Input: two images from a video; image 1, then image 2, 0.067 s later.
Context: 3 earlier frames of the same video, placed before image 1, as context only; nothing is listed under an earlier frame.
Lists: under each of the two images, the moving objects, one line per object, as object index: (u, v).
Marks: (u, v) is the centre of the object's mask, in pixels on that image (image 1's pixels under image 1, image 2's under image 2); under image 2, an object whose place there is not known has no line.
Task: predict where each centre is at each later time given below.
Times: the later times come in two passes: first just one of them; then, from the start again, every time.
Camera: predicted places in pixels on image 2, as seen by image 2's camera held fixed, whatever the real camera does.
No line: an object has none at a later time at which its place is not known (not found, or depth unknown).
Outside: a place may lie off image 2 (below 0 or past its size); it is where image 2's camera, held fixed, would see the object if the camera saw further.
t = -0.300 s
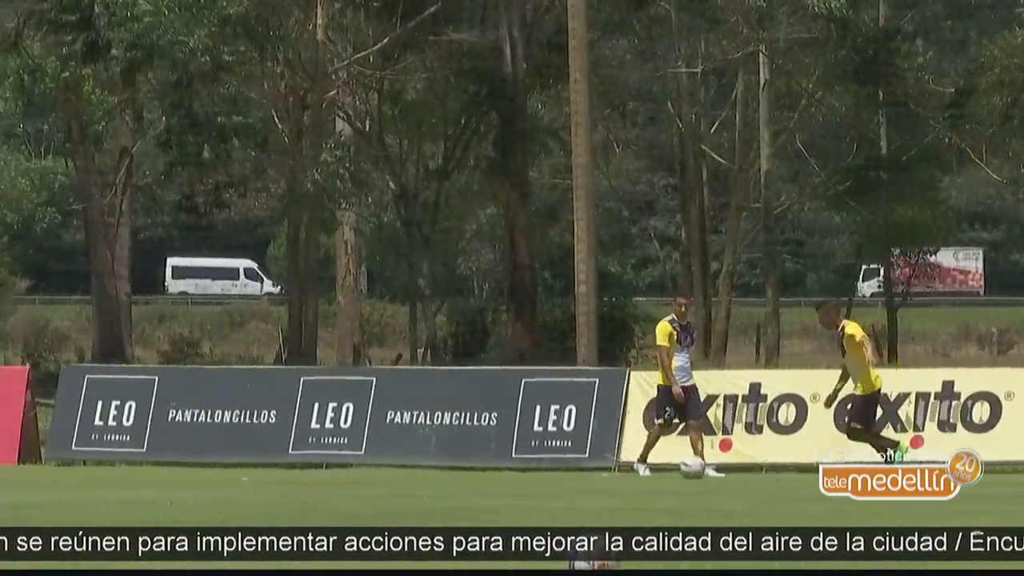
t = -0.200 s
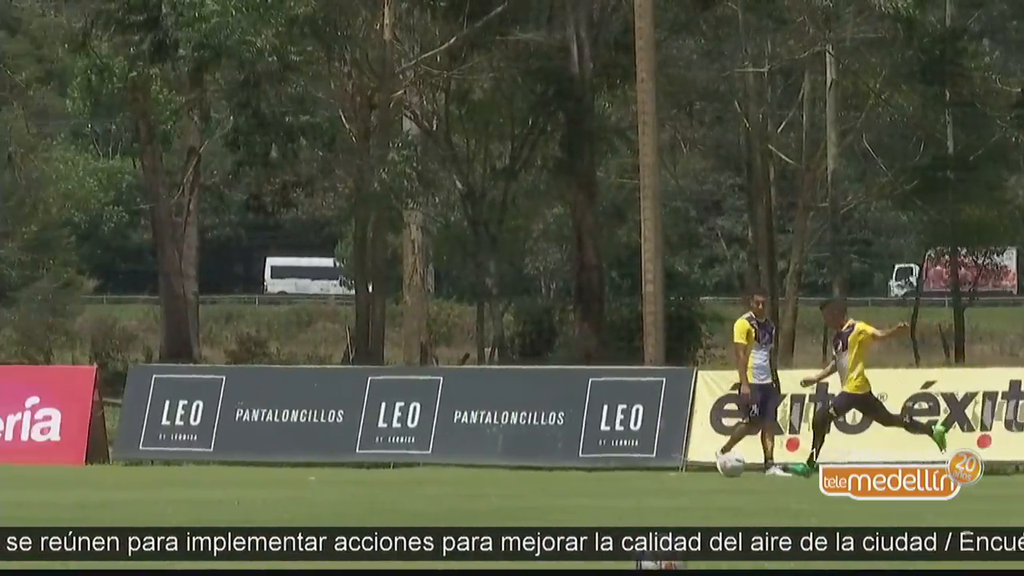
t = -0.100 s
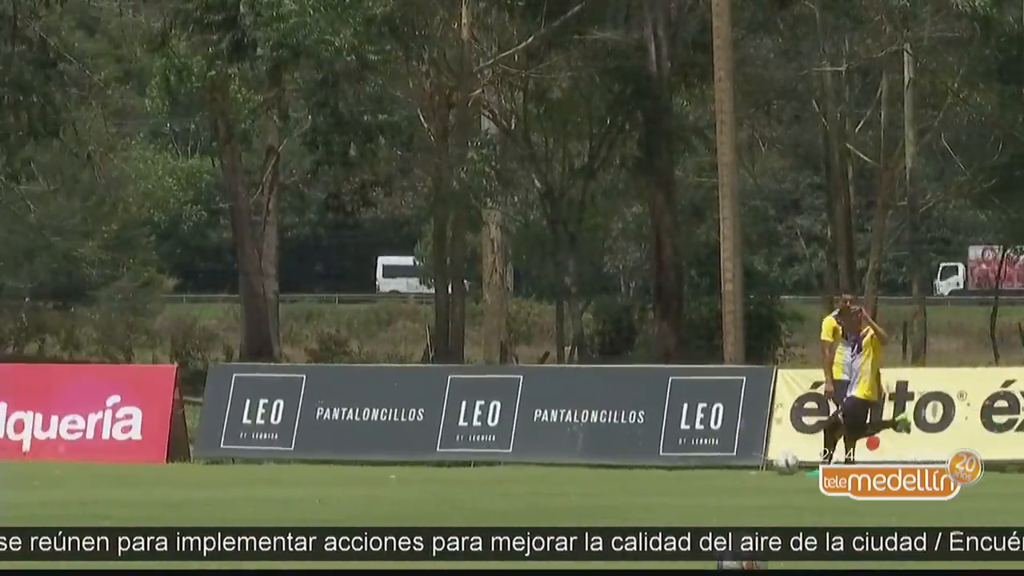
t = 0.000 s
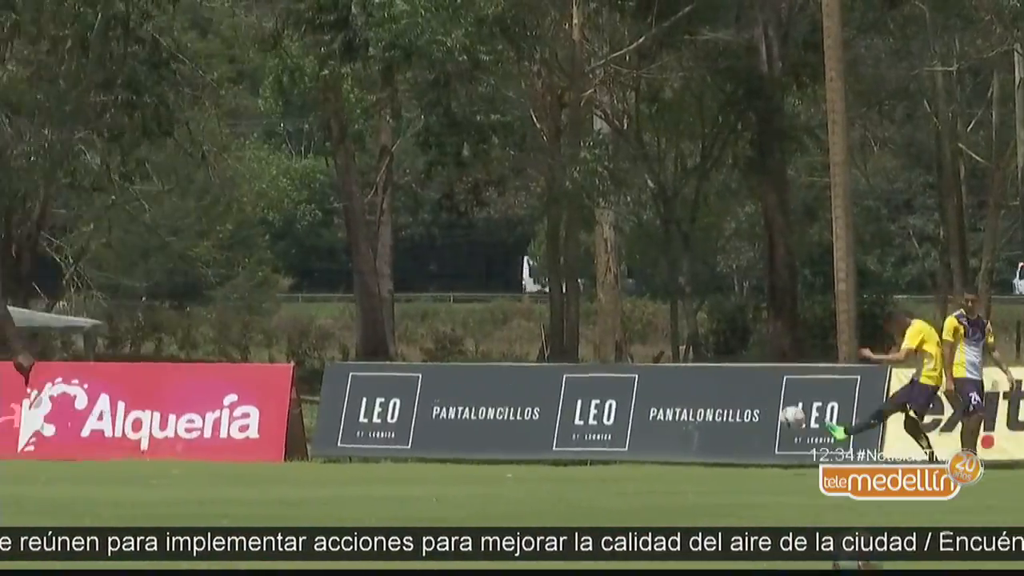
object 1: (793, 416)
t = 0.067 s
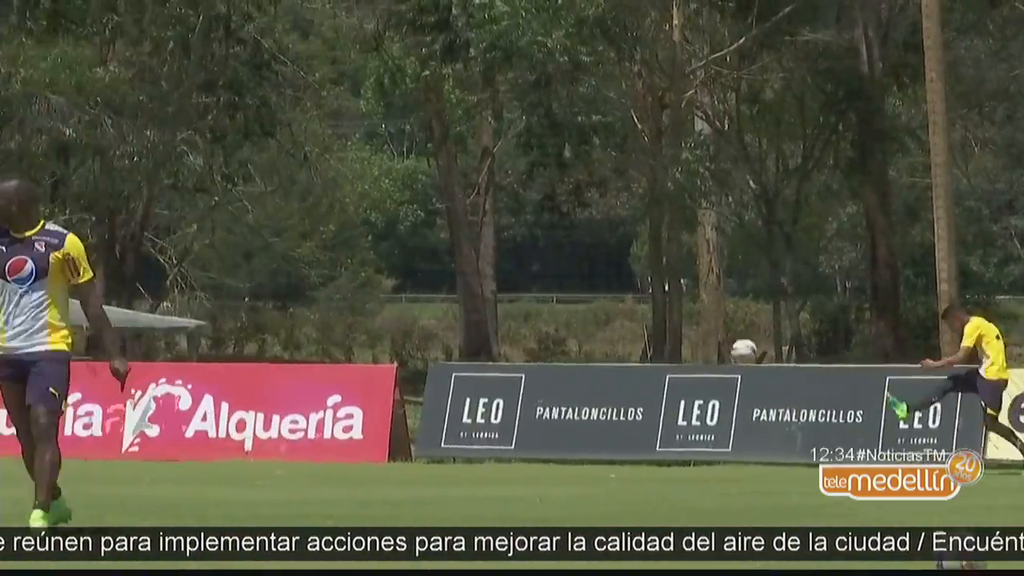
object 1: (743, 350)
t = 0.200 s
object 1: (453, 228)
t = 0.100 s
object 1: (670, 319)
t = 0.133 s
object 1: (598, 285)
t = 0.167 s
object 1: (525, 258)
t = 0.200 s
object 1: (453, 228)
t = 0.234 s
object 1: (381, 197)
